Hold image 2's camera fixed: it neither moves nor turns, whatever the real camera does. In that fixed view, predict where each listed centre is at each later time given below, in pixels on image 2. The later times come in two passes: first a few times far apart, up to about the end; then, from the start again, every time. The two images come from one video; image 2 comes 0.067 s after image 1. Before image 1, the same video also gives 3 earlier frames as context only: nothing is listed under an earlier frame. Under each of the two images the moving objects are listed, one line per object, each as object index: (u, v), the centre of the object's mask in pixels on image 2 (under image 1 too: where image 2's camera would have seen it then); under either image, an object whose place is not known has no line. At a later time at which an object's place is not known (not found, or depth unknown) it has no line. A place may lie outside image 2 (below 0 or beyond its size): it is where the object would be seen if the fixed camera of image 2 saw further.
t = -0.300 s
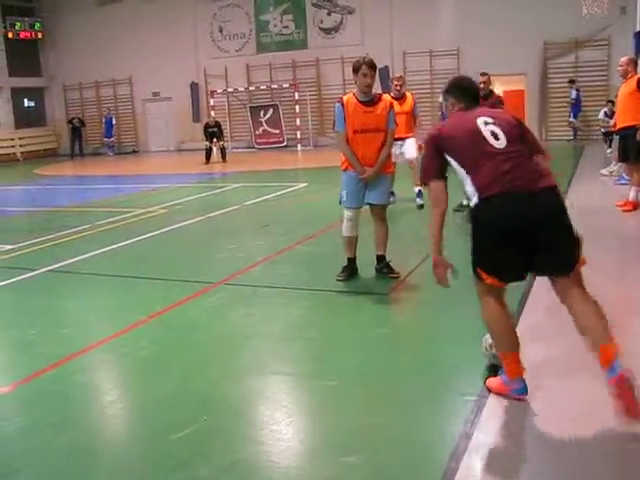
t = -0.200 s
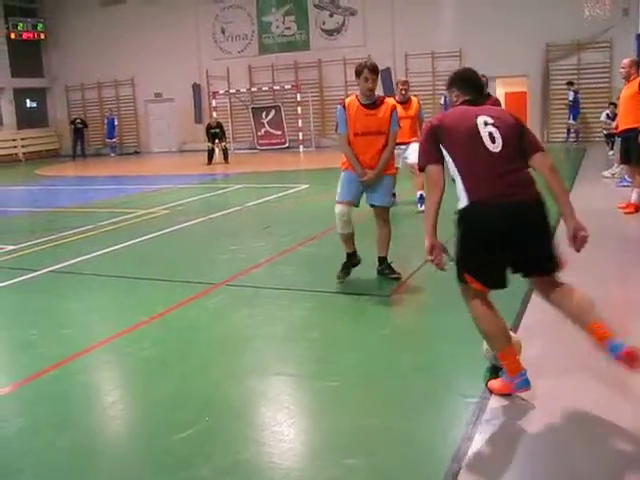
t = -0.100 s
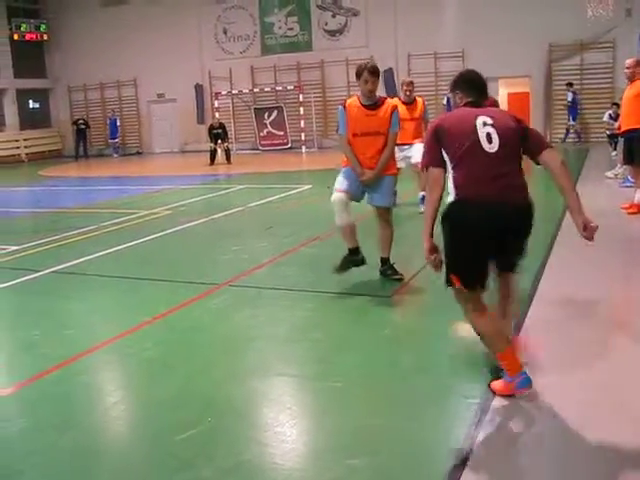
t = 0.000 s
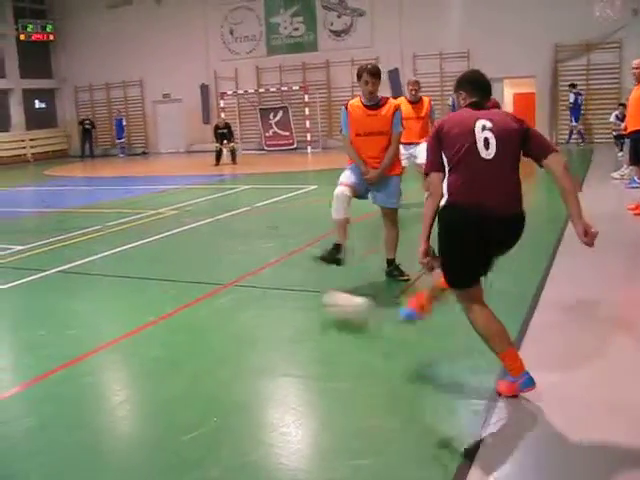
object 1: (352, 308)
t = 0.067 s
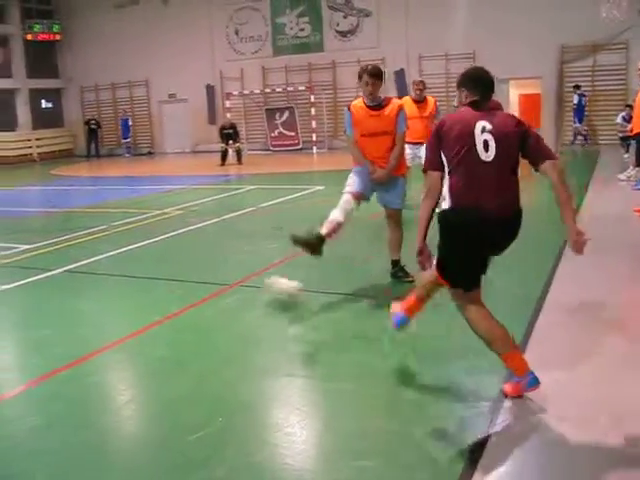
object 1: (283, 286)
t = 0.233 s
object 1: (172, 262)
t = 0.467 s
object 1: (83, 238)
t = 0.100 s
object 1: (256, 286)
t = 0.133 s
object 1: (230, 279)
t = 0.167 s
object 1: (208, 270)
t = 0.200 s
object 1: (189, 267)
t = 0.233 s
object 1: (172, 262)
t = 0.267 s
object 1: (156, 258)
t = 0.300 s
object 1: (139, 254)
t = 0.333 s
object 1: (127, 250)
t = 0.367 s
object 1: (115, 247)
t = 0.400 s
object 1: (104, 244)
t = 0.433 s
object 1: (93, 241)
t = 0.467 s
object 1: (83, 238)
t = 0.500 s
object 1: (75, 236)
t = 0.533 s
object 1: (67, 233)
